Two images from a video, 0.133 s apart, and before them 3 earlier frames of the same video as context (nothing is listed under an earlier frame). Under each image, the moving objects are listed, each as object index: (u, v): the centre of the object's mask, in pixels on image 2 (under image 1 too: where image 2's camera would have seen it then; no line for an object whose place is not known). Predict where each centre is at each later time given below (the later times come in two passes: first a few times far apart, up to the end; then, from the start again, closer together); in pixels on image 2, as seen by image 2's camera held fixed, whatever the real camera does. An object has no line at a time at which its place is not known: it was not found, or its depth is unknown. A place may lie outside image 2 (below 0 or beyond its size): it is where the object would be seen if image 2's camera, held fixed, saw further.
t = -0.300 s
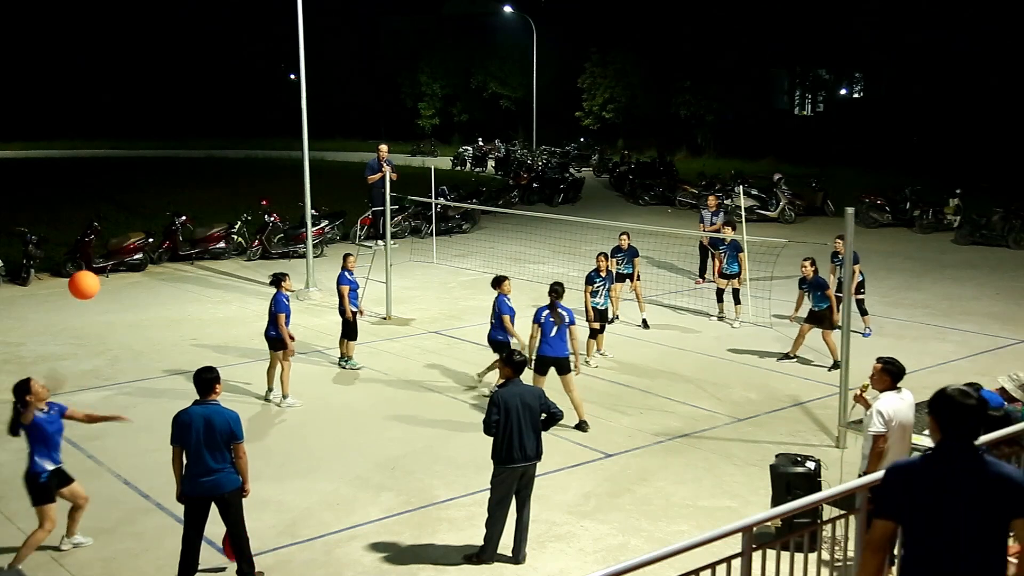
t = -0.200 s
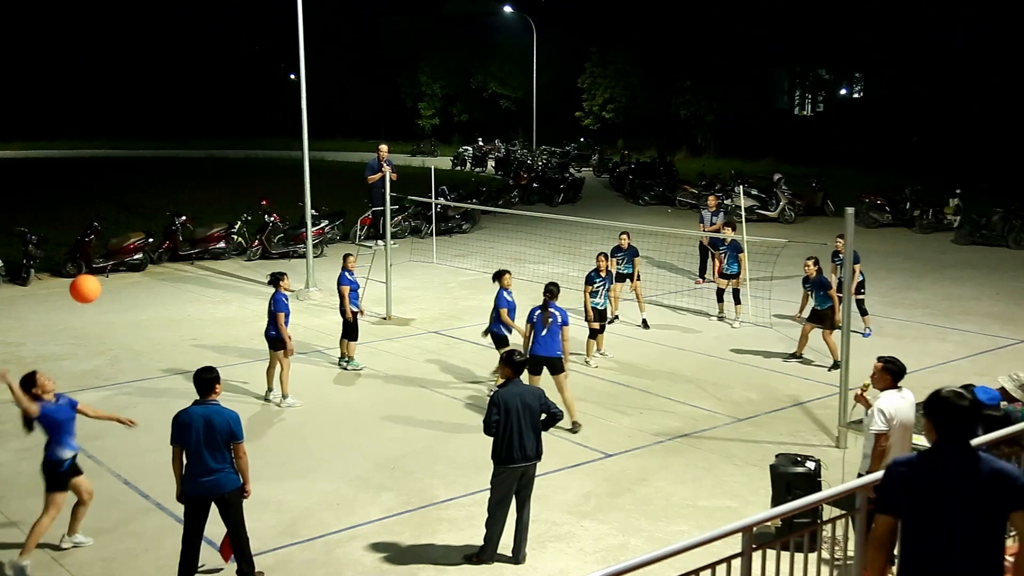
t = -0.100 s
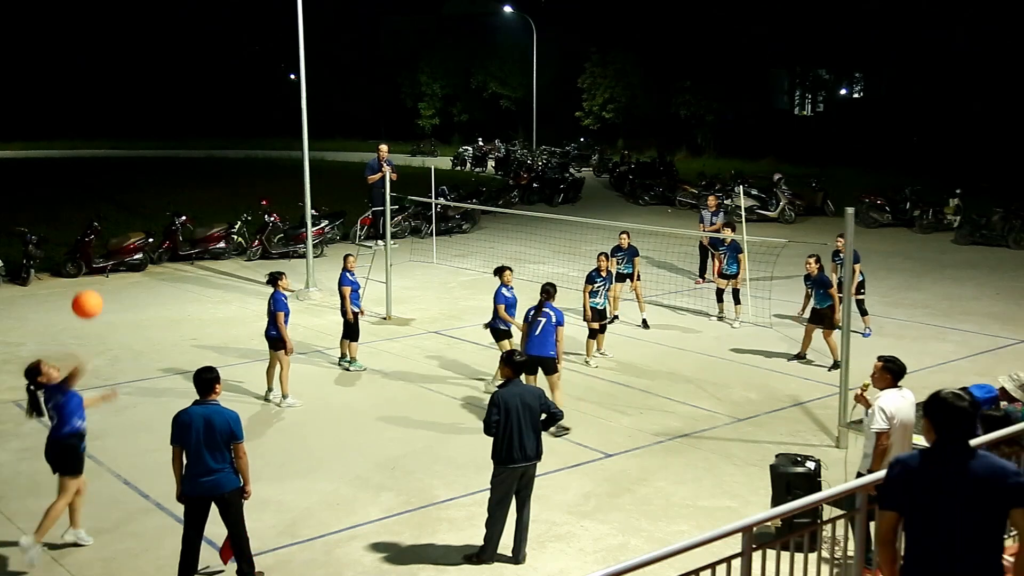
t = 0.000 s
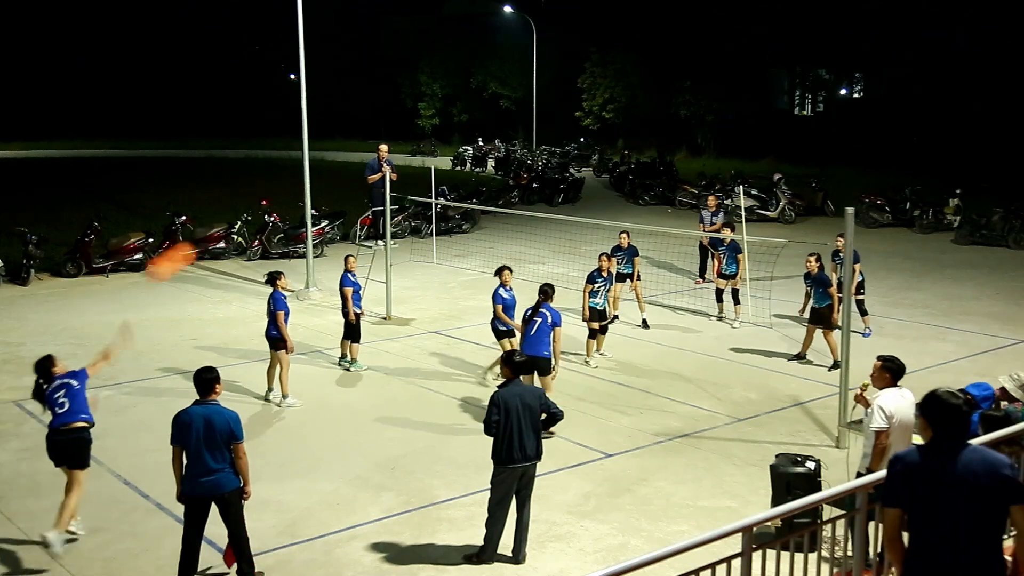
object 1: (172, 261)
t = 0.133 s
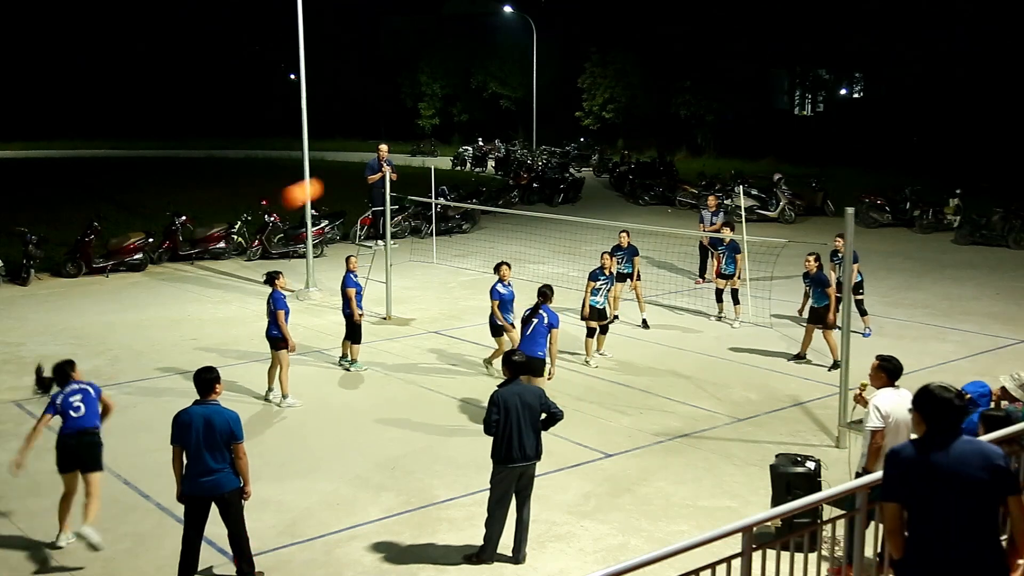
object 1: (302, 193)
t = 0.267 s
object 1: (399, 159)
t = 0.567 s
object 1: (533, 165)
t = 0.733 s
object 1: (582, 193)
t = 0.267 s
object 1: (399, 159)
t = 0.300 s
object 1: (417, 155)
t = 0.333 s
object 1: (436, 153)
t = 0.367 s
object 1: (452, 152)
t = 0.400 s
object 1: (468, 153)
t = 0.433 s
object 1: (484, 153)
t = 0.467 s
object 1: (498, 154)
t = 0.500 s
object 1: (510, 157)
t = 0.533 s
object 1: (522, 161)
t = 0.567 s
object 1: (533, 165)
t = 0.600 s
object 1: (544, 169)
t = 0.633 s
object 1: (554, 175)
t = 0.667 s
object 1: (565, 180)
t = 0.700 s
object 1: (574, 187)
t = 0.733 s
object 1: (582, 193)
